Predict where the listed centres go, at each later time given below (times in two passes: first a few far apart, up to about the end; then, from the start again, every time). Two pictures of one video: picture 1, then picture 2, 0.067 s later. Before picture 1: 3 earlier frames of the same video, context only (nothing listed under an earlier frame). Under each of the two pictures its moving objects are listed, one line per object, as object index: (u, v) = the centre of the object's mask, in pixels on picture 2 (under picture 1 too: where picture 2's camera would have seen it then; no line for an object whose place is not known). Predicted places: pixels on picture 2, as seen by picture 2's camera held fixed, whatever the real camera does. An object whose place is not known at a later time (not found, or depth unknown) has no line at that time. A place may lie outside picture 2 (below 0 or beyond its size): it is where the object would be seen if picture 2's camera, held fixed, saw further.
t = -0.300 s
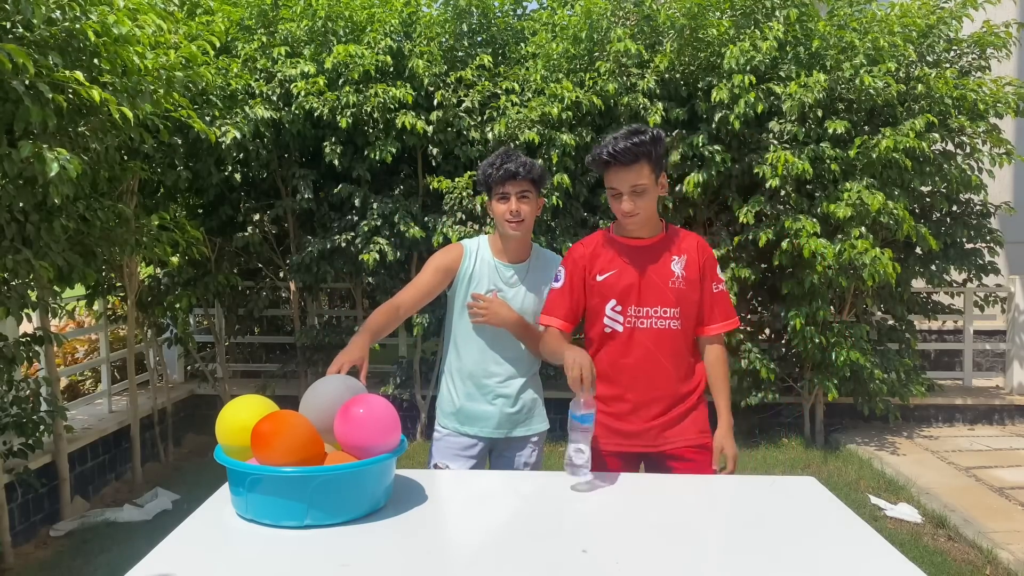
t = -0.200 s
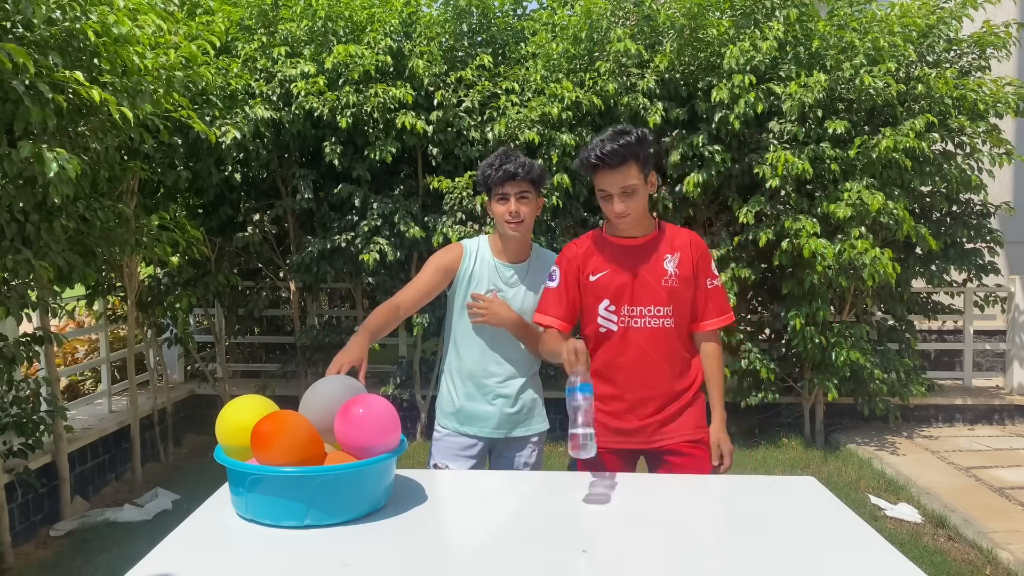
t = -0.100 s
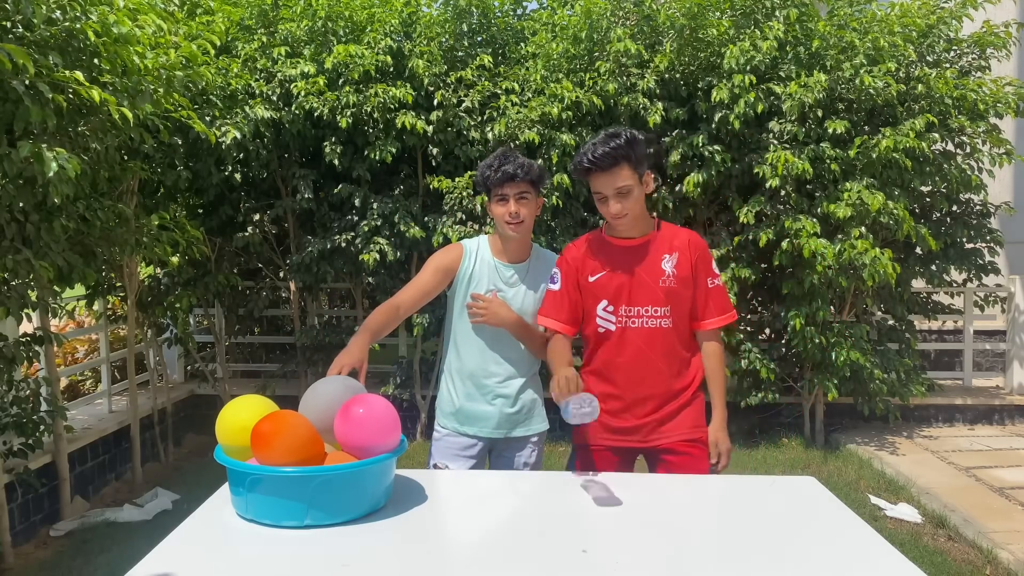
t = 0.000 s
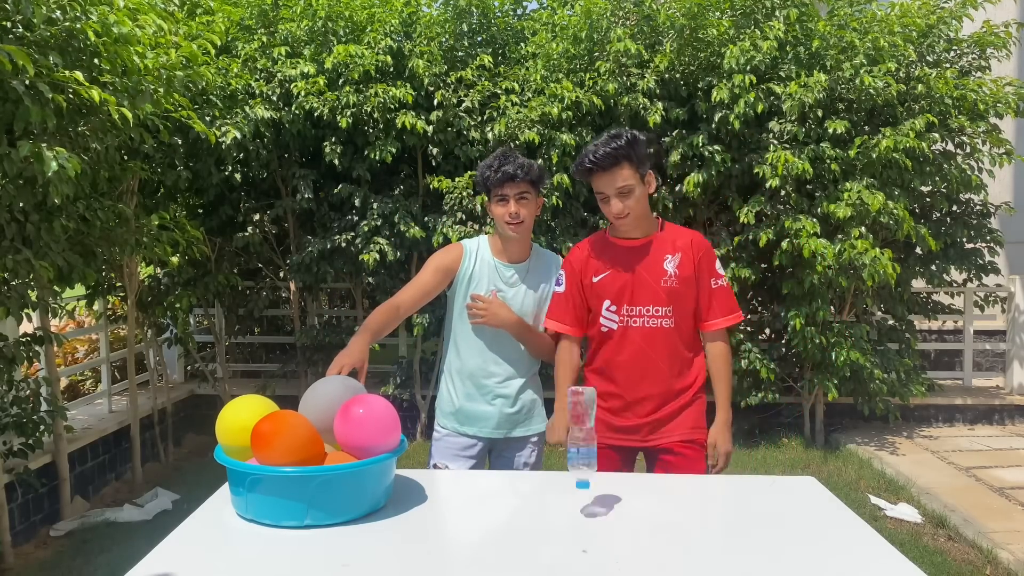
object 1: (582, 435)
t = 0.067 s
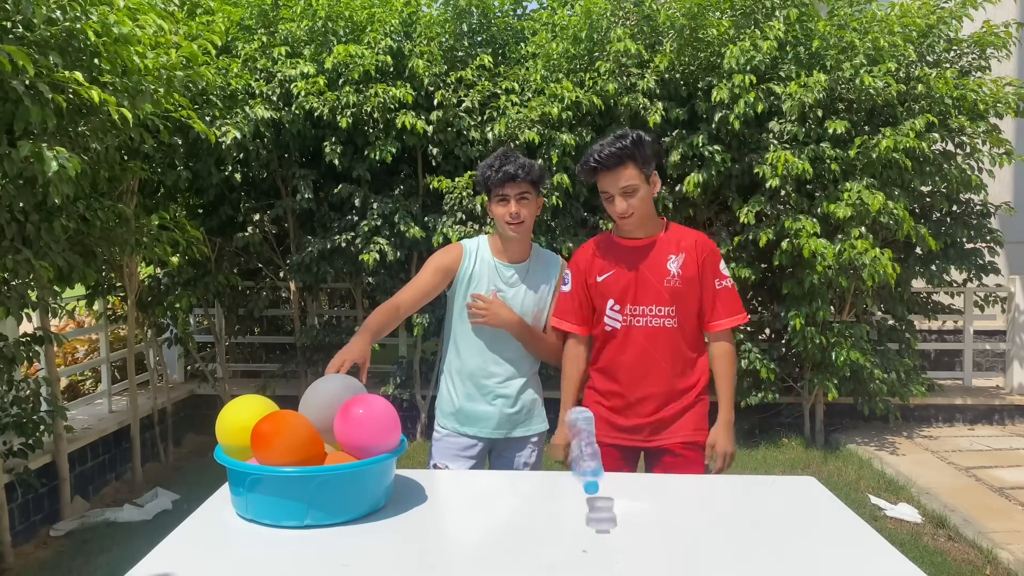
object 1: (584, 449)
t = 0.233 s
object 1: (586, 513)
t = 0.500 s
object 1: (590, 513)
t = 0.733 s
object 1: (598, 512)
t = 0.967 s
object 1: (610, 512)
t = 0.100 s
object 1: (585, 459)
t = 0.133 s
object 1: (590, 495)
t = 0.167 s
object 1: (588, 509)
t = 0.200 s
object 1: (585, 513)
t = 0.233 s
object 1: (586, 513)
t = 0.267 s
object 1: (586, 513)
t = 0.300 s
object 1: (586, 513)
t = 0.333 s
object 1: (586, 513)
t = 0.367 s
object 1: (586, 513)
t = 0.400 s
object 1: (586, 513)
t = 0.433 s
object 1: (587, 513)
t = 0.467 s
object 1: (588, 513)
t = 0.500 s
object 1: (590, 513)
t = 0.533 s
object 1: (591, 512)
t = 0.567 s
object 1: (592, 512)
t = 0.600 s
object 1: (592, 512)
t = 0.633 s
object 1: (592, 512)
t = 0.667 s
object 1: (594, 512)
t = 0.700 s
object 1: (596, 512)
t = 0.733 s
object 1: (598, 512)
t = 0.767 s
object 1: (599, 512)
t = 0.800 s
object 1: (600, 512)
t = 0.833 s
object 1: (601, 512)
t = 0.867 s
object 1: (603, 512)
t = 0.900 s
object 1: (605, 512)
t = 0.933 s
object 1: (608, 512)
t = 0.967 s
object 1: (610, 512)
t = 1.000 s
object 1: (611, 512)
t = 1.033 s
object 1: (612, 512)
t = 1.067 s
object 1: (614, 512)
